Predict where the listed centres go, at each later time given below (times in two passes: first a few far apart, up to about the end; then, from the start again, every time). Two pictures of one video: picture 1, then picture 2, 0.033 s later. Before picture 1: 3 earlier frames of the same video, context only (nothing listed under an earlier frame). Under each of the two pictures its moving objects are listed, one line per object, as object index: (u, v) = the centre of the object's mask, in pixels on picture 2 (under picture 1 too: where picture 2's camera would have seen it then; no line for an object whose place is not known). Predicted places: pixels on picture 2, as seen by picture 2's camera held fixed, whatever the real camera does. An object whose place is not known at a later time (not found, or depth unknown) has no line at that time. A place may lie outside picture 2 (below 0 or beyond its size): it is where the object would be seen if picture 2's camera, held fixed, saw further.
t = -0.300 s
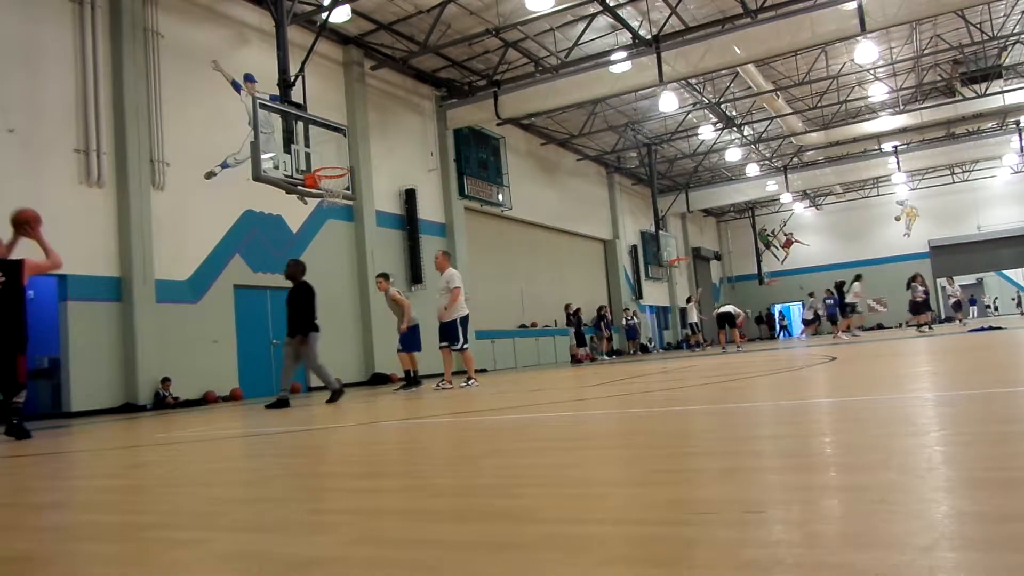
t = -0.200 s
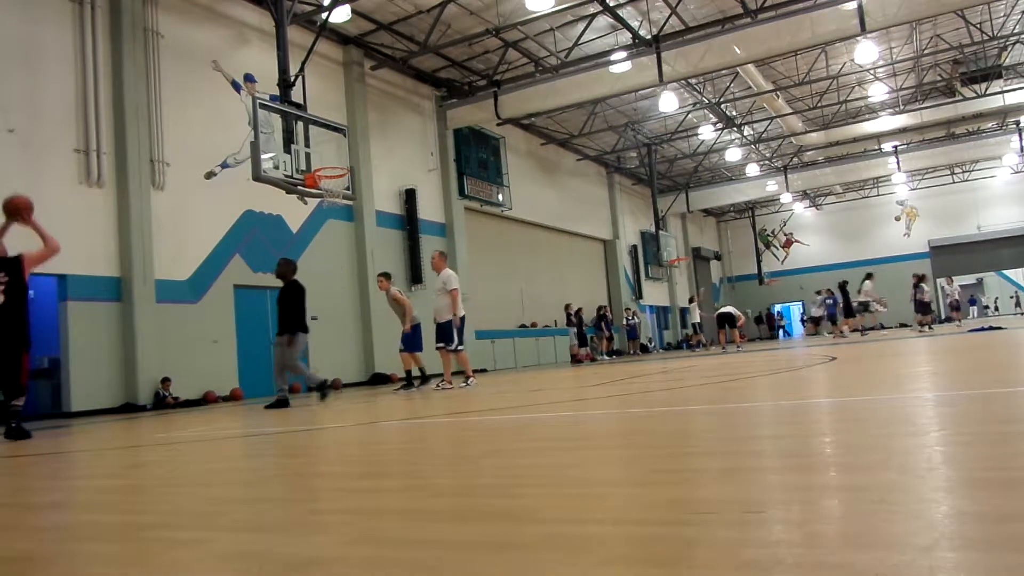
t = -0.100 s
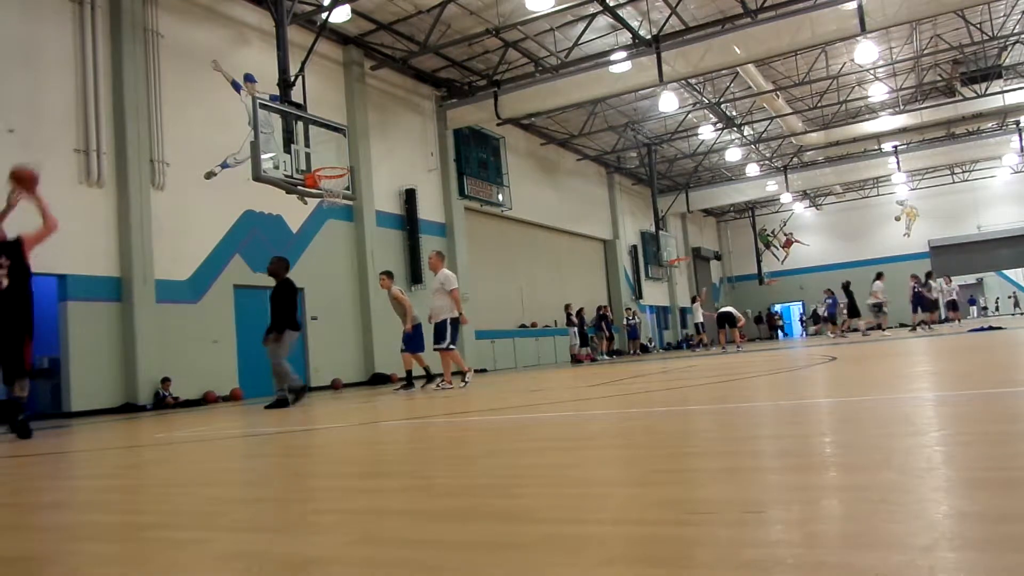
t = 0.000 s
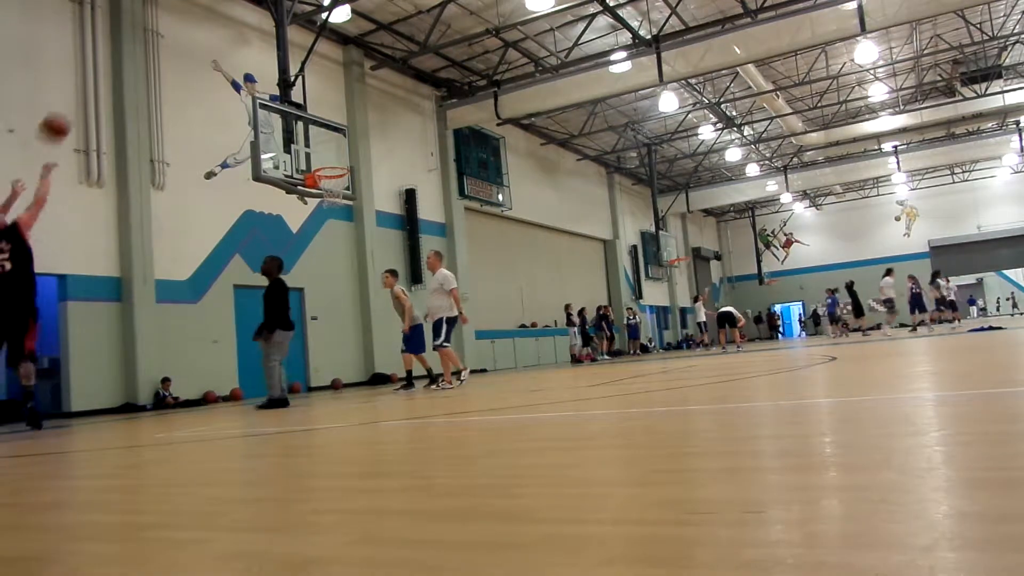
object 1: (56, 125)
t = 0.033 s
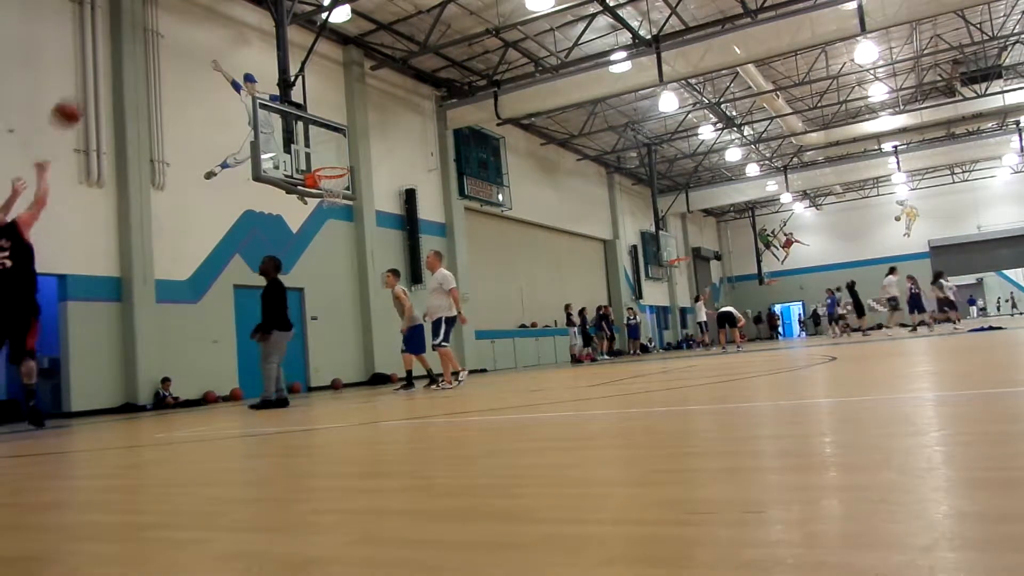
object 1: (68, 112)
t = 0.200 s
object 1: (123, 62)
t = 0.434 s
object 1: (188, 38)
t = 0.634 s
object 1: (238, 55)
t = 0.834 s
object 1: (283, 98)
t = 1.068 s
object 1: (331, 173)
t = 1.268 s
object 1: (346, 194)
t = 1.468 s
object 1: (351, 223)
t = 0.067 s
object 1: (79, 99)
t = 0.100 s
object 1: (89, 89)
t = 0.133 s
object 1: (103, 78)
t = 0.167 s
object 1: (113, 68)
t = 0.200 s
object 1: (123, 62)
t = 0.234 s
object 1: (132, 54)
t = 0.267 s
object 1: (143, 49)
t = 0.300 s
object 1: (152, 45)
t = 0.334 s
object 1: (162, 42)
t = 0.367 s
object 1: (171, 39)
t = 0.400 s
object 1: (180, 38)
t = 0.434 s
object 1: (188, 38)
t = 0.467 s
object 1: (197, 39)
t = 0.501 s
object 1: (206, 41)
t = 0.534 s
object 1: (214, 43)
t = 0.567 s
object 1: (222, 46)
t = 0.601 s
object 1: (230, 50)
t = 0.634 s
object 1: (238, 55)
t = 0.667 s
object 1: (247, 61)
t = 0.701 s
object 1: (254, 67)
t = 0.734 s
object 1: (262, 74)
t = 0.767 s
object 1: (269, 82)
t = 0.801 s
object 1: (277, 91)
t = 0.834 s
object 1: (283, 98)
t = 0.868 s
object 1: (291, 110)
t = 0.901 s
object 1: (298, 119)
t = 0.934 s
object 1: (305, 130)
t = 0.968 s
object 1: (312, 143)
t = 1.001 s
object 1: (318, 154)
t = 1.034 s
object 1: (324, 164)
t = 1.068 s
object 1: (331, 173)
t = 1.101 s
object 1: (339, 183)
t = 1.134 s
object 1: (342, 188)
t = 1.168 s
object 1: (344, 191)
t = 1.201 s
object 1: (345, 192)
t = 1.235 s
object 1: (346, 192)
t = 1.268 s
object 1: (346, 194)
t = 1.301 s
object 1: (347, 196)
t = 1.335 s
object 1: (348, 201)
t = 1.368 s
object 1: (349, 204)
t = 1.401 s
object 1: (349, 211)
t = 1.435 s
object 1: (350, 216)
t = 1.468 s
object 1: (351, 223)
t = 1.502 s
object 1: (352, 230)
